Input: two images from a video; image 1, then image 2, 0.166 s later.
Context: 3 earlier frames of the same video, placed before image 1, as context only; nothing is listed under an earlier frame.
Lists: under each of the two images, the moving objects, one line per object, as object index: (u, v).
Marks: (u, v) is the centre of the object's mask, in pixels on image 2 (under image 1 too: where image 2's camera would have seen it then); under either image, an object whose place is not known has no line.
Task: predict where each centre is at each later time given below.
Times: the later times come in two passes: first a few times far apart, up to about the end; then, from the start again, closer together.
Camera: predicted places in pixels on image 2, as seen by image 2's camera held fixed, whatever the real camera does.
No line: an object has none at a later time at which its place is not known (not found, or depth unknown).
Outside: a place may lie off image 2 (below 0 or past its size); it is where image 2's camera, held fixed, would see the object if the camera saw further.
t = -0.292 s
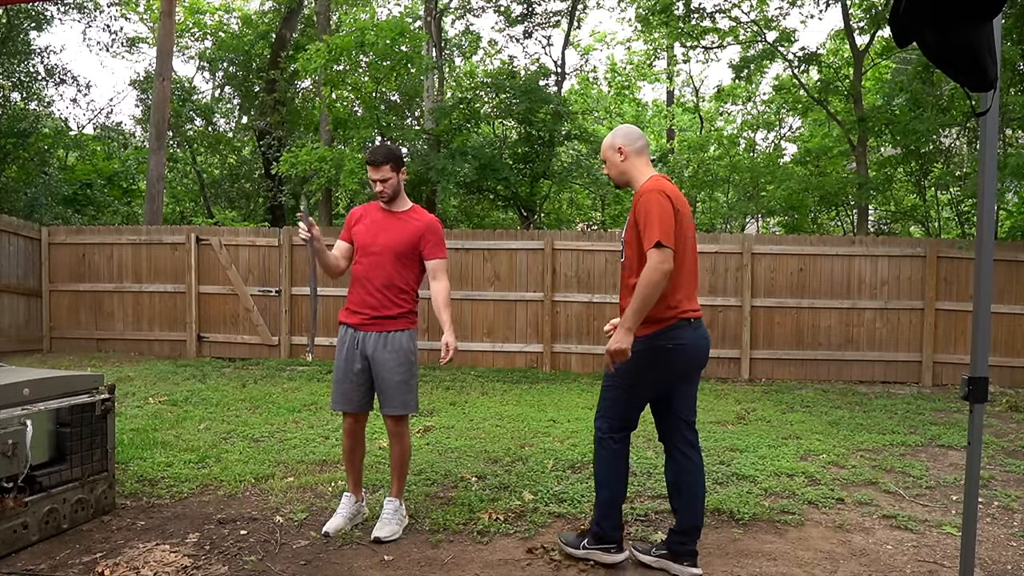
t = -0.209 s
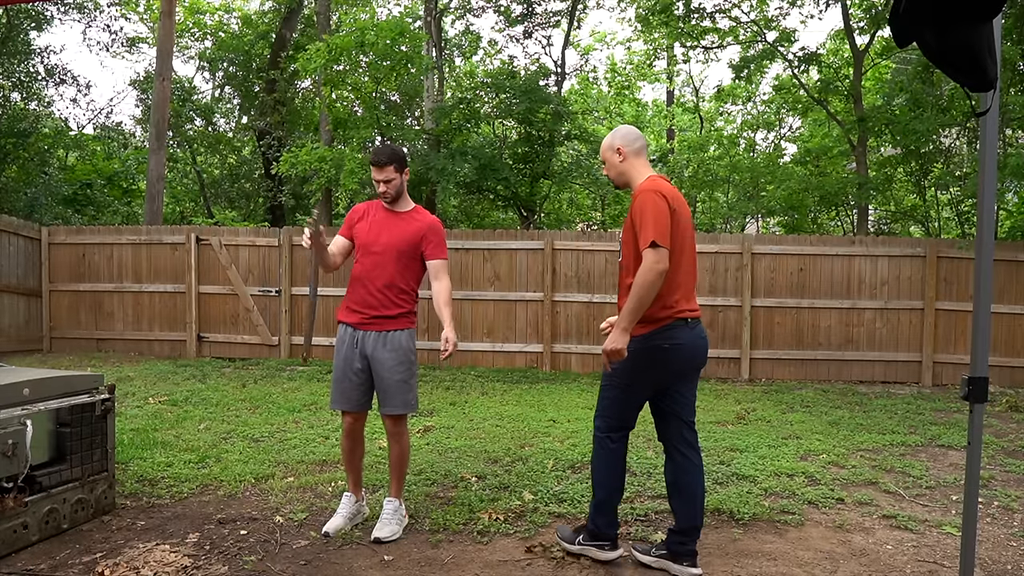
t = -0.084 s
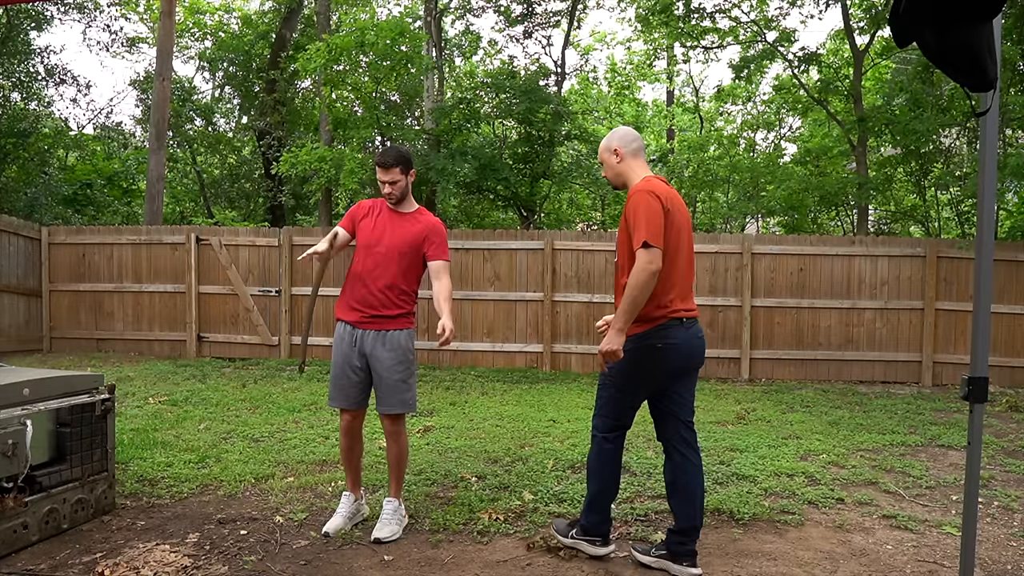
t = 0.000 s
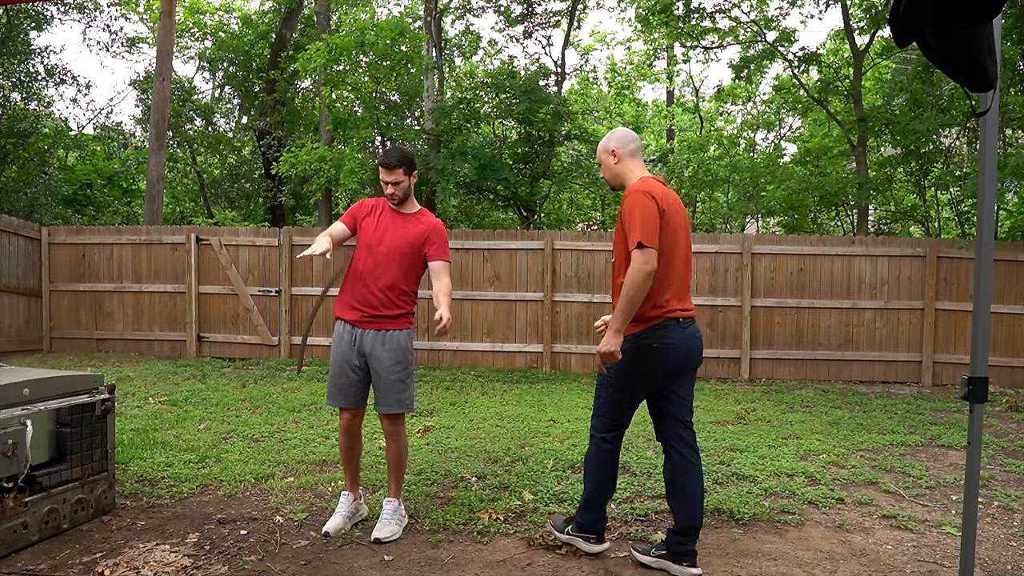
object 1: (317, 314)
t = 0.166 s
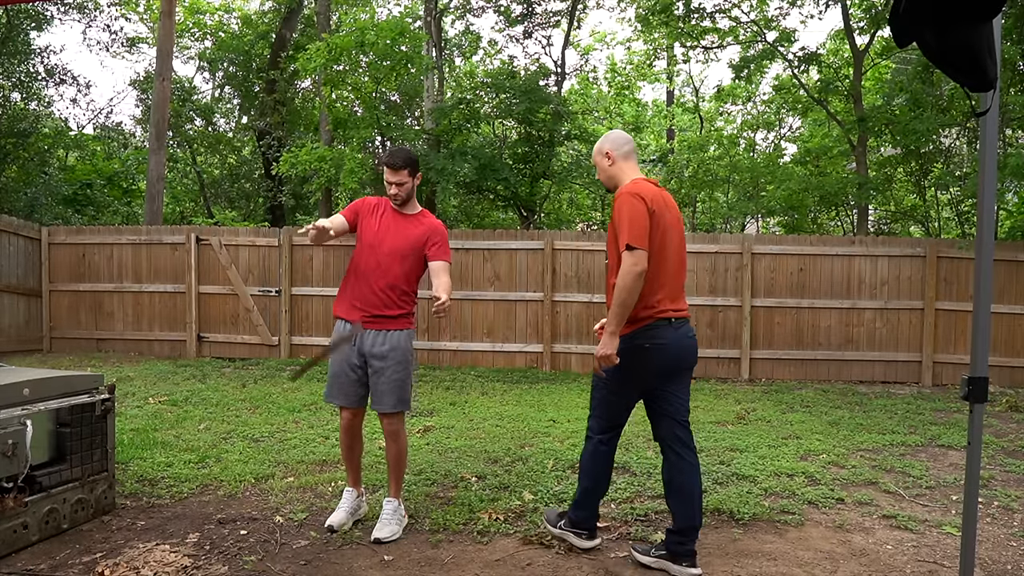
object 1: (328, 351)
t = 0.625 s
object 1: (323, 518)
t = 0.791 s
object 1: (315, 537)
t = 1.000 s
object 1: (311, 552)
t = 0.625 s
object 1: (323, 518)
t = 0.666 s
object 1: (320, 520)
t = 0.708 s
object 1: (318, 525)
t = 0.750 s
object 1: (316, 530)
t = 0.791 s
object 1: (315, 537)
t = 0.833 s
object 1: (311, 542)
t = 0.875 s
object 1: (308, 548)
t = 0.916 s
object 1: (308, 554)
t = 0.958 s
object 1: (309, 553)
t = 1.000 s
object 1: (311, 552)
